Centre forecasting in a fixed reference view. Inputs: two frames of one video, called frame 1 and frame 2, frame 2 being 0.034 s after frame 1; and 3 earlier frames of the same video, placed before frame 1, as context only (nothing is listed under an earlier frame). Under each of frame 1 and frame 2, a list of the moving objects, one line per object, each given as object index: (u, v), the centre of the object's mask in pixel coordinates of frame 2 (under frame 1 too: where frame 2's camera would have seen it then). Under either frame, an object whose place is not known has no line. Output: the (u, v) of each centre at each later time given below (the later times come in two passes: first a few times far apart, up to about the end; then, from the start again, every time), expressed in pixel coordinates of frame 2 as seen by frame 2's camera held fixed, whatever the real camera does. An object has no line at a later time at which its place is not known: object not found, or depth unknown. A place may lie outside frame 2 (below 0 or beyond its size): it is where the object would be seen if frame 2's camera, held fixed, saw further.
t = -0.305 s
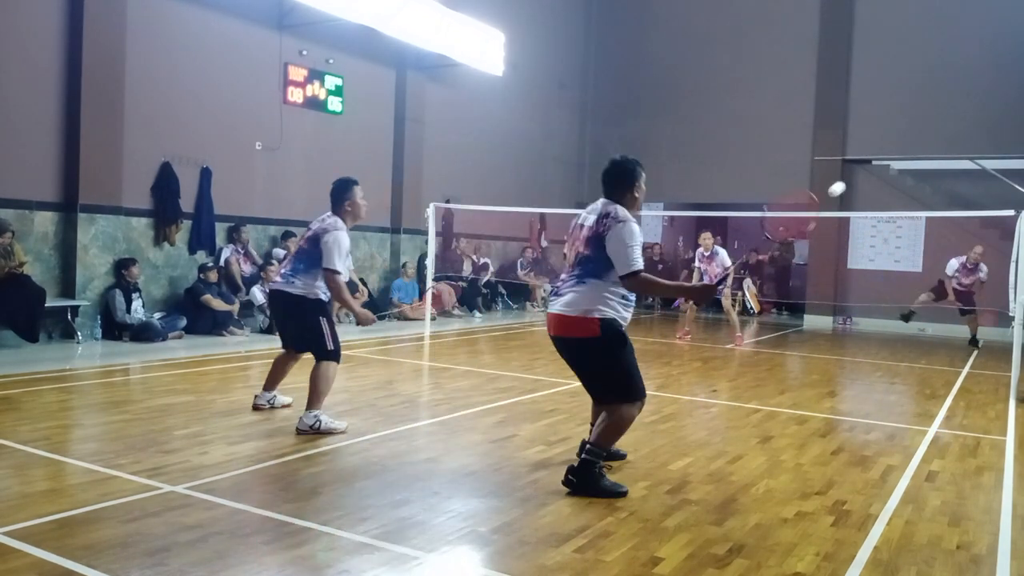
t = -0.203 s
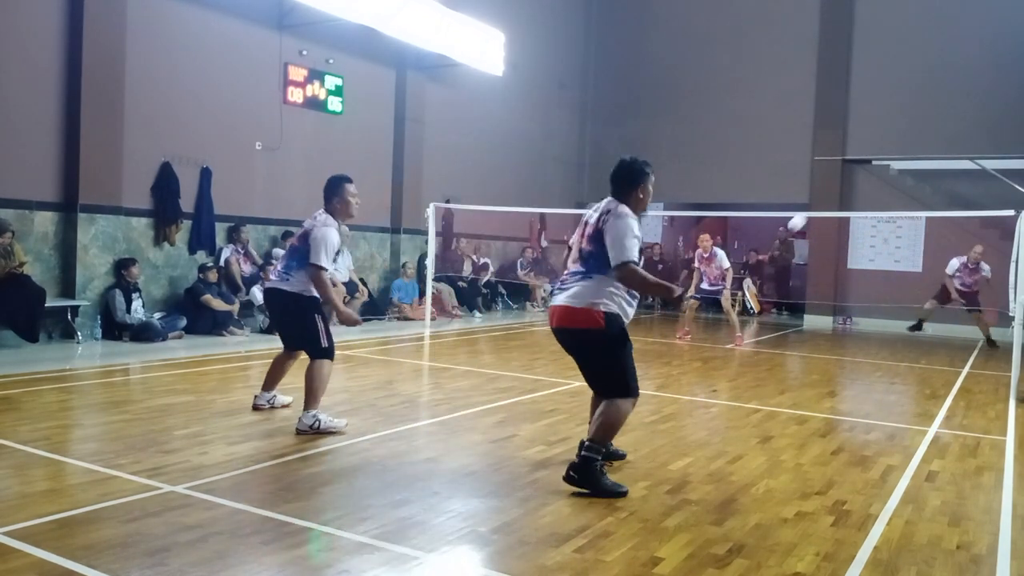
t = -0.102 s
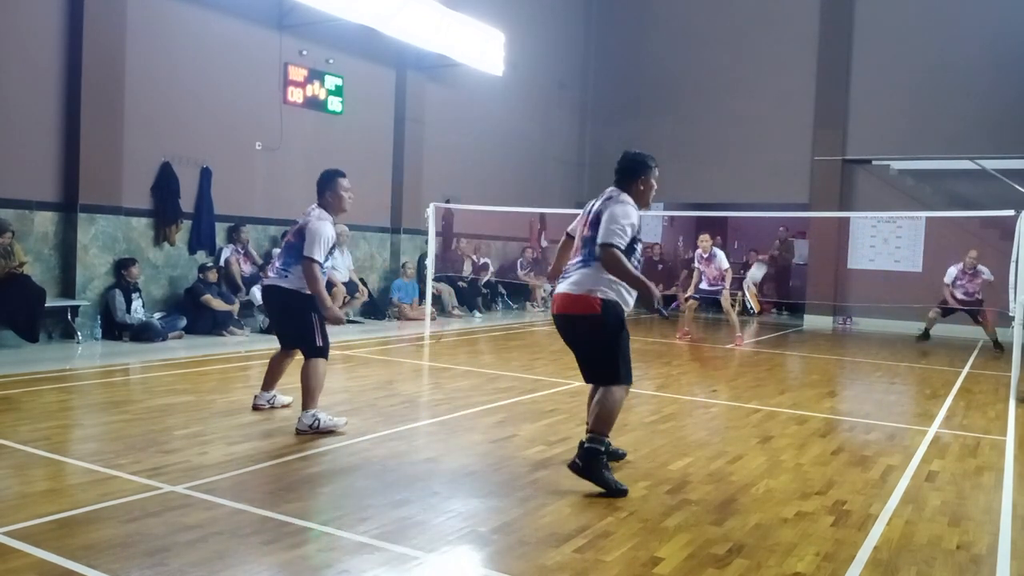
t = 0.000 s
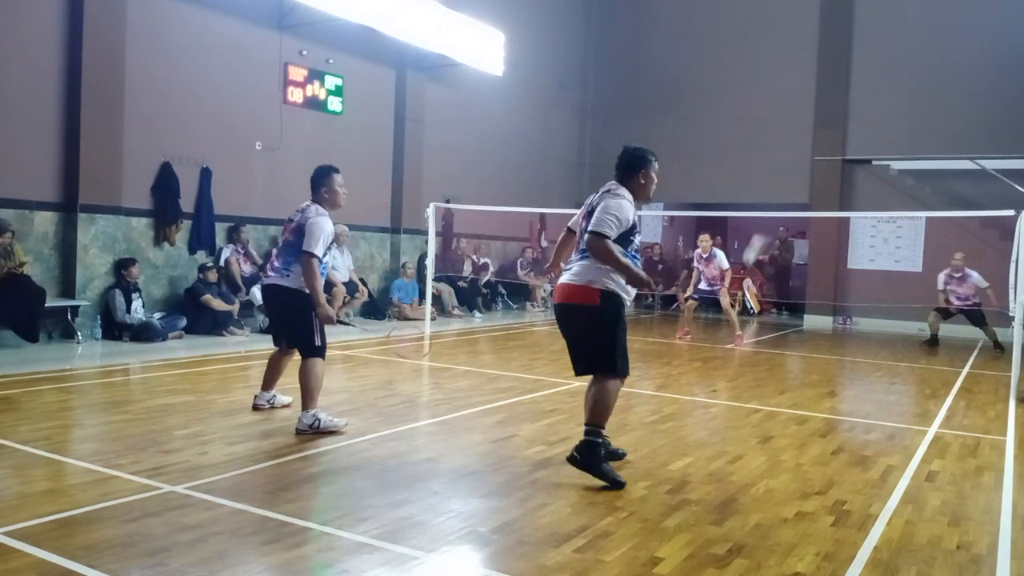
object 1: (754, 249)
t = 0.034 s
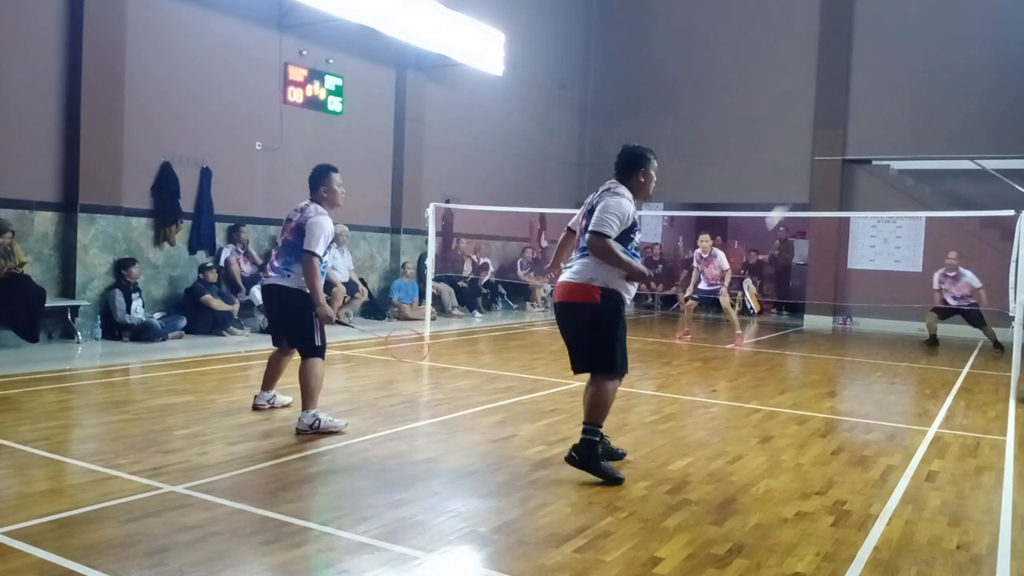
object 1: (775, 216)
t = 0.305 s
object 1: (849, 134)
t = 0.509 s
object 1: (870, 155)
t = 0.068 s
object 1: (797, 193)
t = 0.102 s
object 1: (811, 173)
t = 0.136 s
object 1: (818, 160)
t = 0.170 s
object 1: (825, 151)
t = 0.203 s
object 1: (832, 144)
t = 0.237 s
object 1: (838, 139)
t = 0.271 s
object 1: (844, 136)
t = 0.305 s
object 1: (849, 134)
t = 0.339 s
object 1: (853, 134)
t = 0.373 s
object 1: (857, 136)
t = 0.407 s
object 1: (861, 139)
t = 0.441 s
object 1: (864, 144)
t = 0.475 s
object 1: (867, 149)
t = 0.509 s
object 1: (870, 155)
